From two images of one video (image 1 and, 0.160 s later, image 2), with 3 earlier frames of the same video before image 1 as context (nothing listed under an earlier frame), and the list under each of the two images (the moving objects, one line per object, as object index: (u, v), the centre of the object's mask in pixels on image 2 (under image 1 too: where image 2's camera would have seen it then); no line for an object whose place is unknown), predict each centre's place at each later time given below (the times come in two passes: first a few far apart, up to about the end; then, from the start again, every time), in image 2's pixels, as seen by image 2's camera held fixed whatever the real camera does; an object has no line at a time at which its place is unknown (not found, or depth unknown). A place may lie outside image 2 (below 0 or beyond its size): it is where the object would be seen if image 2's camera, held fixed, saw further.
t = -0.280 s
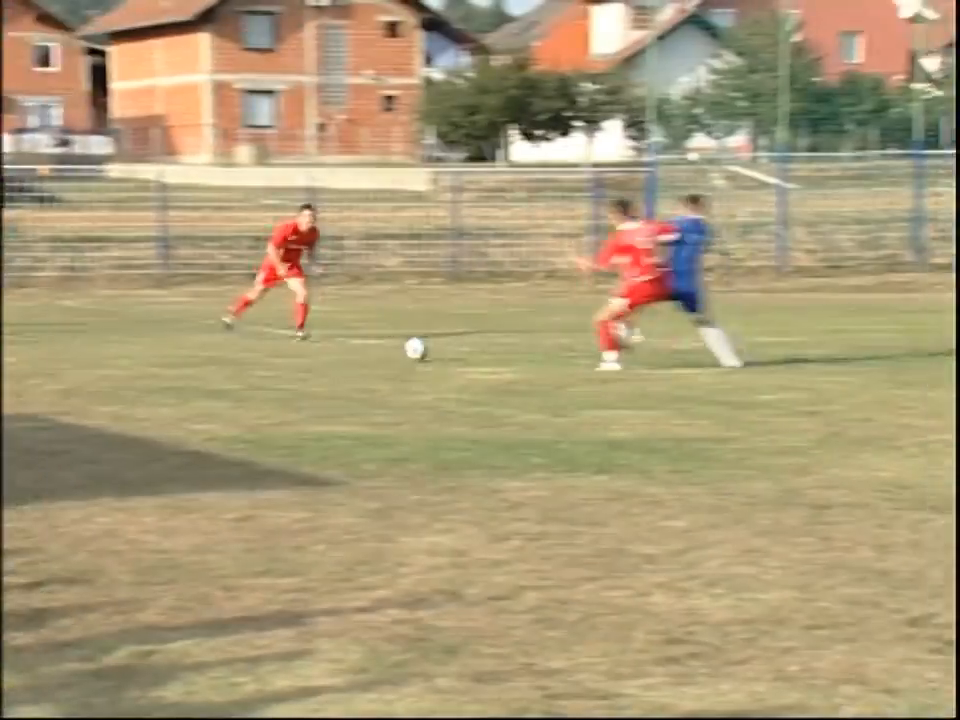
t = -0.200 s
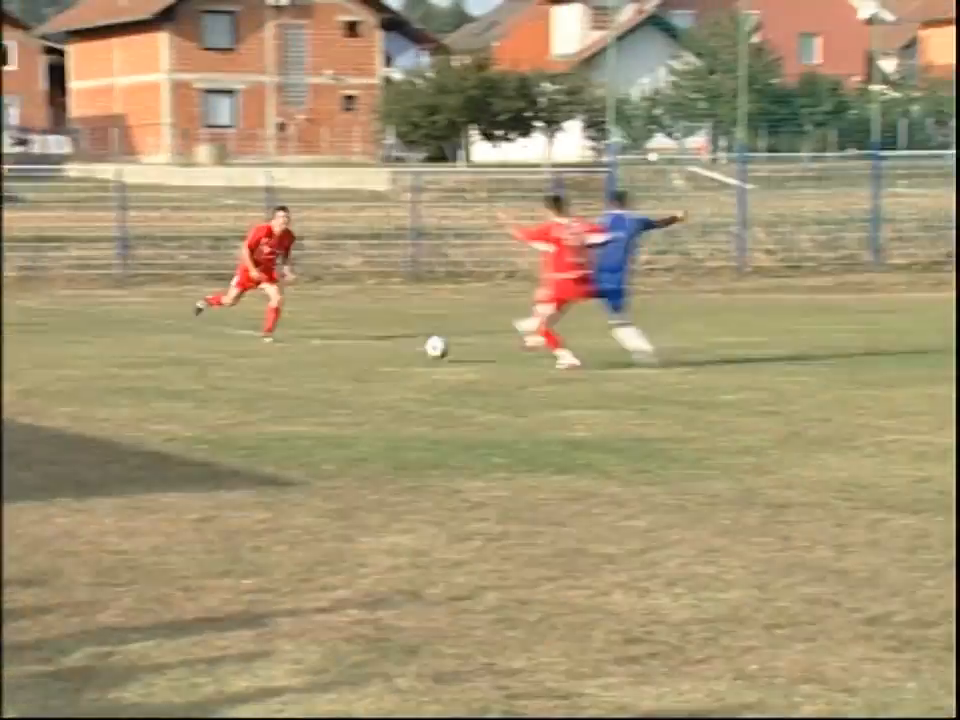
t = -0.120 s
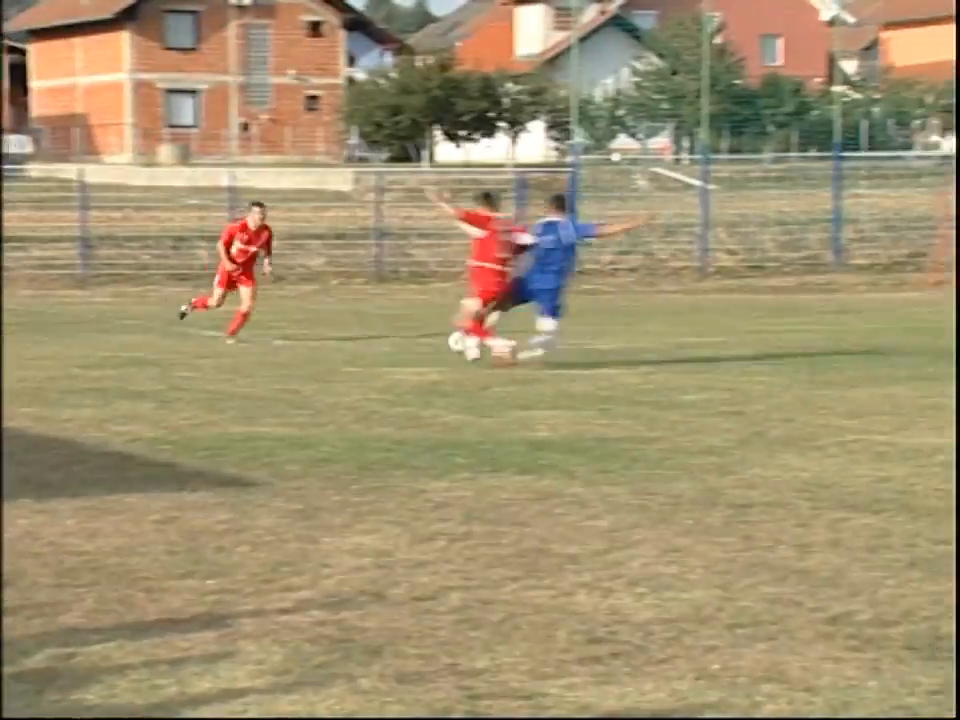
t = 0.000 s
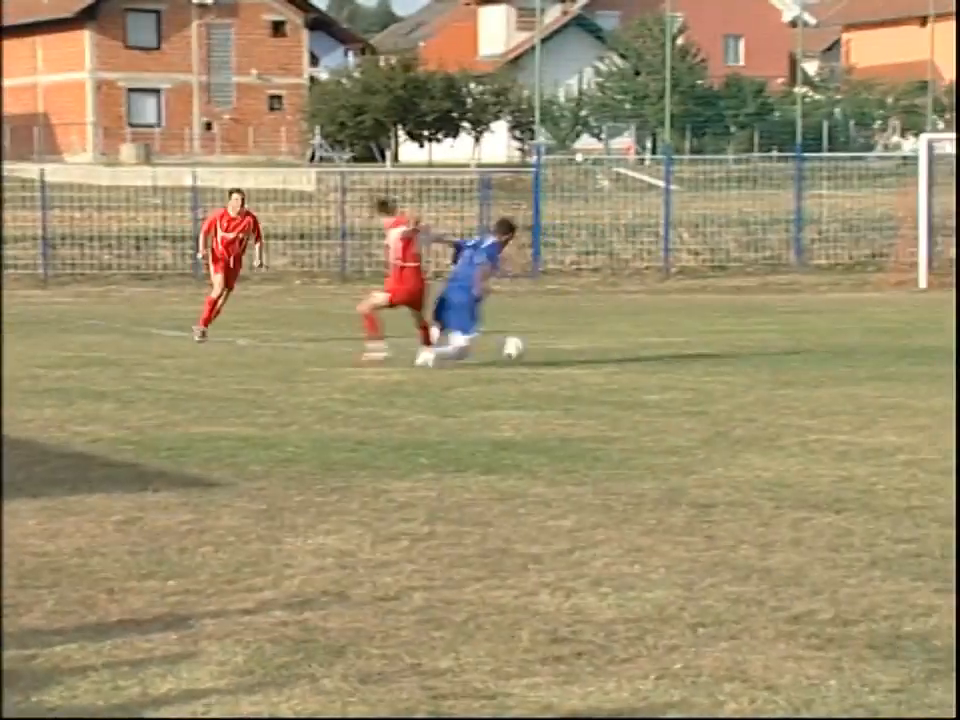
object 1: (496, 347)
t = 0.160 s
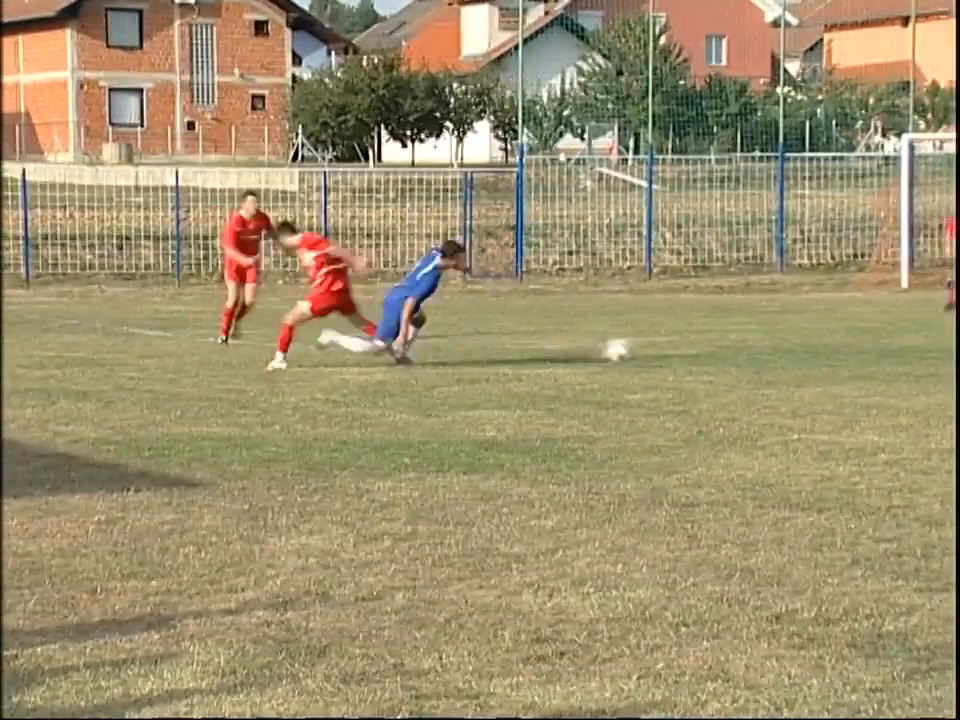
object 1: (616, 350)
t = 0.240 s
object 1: (679, 349)
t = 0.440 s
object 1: (837, 353)
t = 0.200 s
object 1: (648, 348)
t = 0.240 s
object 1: (679, 349)
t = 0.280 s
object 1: (710, 352)
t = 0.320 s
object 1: (741, 356)
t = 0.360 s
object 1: (773, 357)
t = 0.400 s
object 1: (805, 355)
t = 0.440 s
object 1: (837, 353)
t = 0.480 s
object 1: (868, 354)
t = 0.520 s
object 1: (899, 356)
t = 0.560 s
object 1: (931, 359)
